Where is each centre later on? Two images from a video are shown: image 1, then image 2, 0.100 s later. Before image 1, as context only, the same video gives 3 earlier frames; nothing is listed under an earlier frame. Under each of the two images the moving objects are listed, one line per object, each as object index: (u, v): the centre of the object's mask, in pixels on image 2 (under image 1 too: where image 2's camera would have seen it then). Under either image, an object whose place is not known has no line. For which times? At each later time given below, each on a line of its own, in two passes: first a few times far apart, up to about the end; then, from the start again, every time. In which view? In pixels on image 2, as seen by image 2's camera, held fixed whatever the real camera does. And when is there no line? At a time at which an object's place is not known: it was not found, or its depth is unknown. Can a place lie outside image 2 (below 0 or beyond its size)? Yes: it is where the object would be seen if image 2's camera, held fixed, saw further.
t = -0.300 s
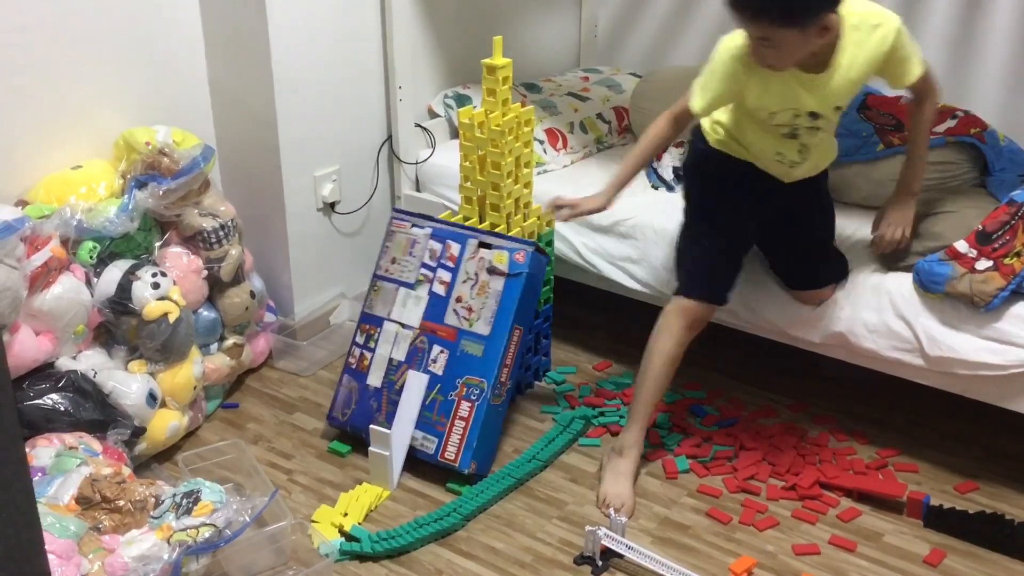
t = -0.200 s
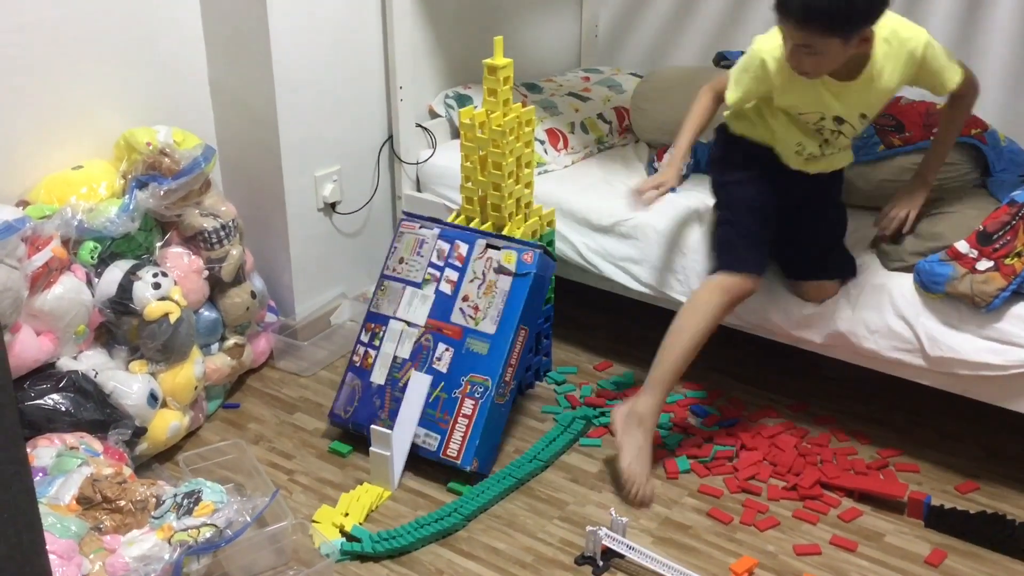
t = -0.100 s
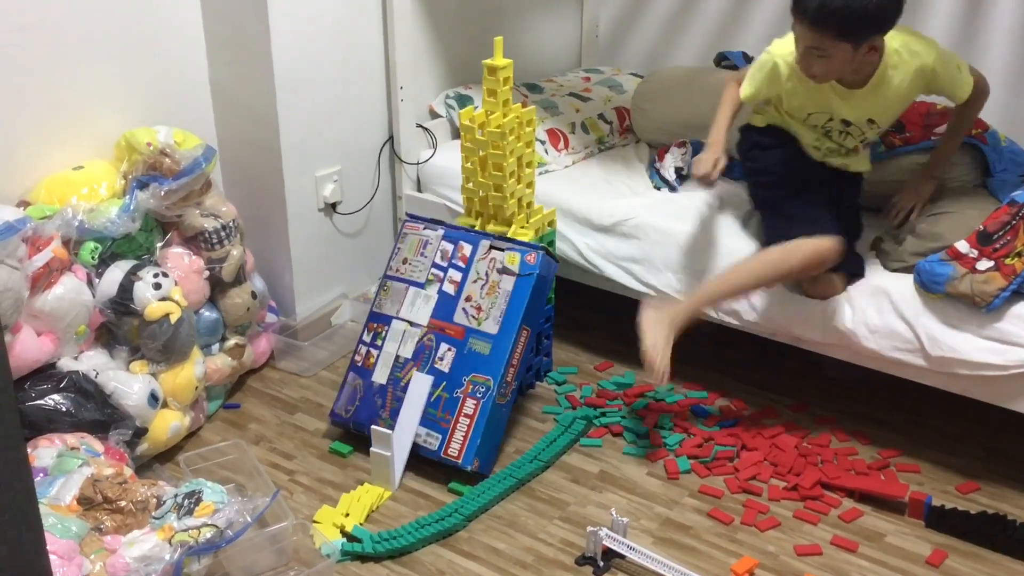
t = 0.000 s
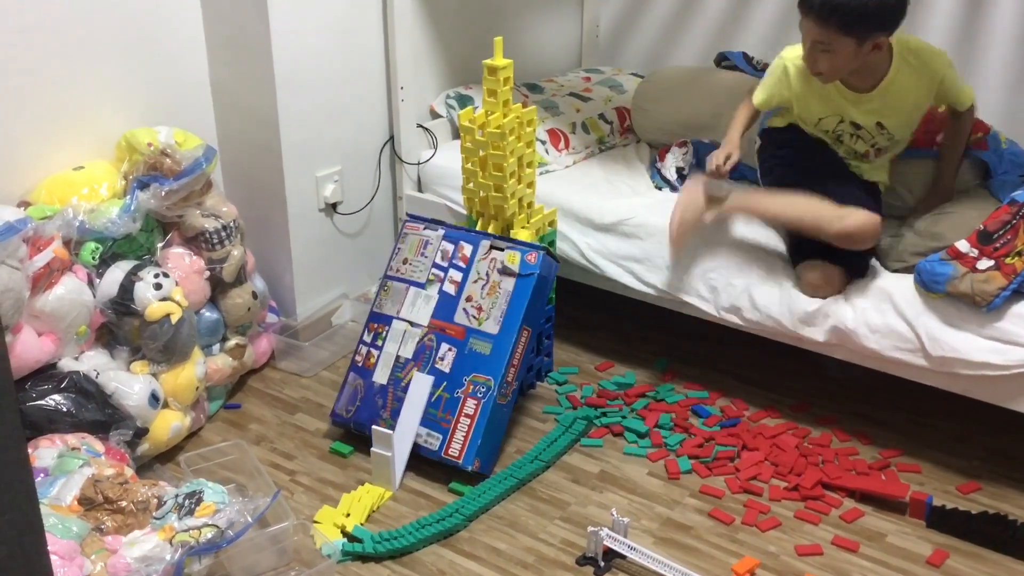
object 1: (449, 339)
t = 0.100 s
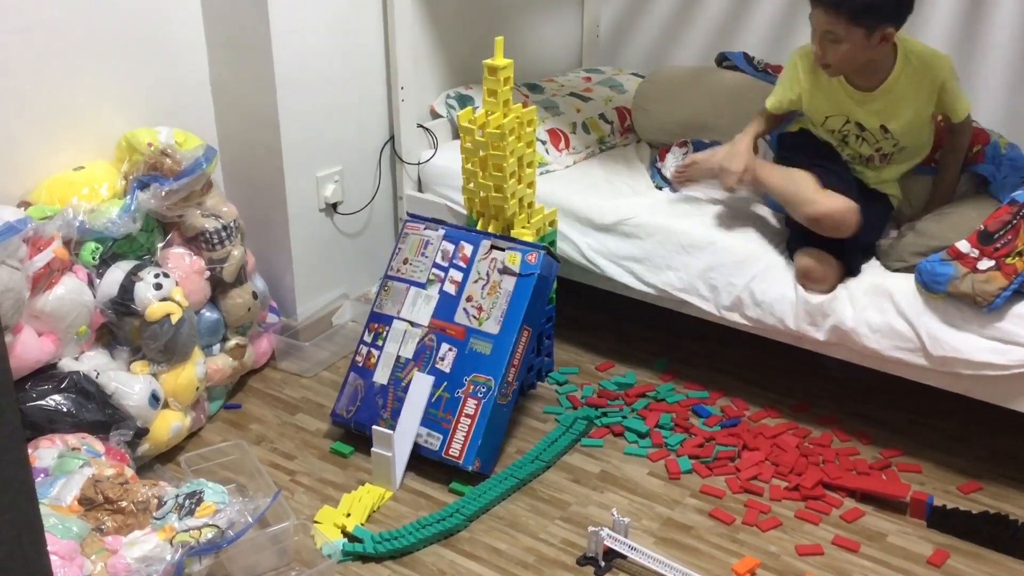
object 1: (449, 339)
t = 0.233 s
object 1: (449, 339)
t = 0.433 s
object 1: (450, 339)
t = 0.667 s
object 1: (449, 343)
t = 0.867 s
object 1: (453, 344)
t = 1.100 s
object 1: (460, 348)
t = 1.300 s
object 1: (468, 366)
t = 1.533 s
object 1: (467, 371)
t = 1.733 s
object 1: (466, 372)
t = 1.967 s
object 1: (466, 371)
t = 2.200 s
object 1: (466, 372)
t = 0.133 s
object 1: (449, 339)
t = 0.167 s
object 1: (449, 339)
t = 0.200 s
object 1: (449, 339)
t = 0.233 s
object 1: (449, 339)
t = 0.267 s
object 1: (449, 339)
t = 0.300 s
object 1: (449, 339)
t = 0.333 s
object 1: (449, 339)
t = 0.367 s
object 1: (450, 339)
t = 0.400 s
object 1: (450, 339)
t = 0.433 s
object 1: (450, 339)
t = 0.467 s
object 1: (449, 339)
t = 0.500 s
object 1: (449, 342)
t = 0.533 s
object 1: (449, 342)
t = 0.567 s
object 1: (449, 342)
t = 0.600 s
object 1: (449, 343)
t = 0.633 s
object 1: (449, 343)
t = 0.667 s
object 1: (449, 343)
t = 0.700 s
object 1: (450, 344)
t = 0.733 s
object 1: (450, 344)
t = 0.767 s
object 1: (450, 344)
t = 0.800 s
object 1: (451, 345)
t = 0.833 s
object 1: (452, 345)
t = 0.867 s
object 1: (453, 344)
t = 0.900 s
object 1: (455, 342)
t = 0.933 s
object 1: (455, 342)
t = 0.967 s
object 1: (456, 342)
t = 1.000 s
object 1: (456, 343)
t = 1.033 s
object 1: (457, 344)
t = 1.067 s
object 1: (458, 345)
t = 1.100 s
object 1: (460, 348)
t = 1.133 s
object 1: (461, 350)
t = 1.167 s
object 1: (463, 353)
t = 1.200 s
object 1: (466, 357)
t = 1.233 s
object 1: (467, 359)
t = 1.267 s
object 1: (467, 363)
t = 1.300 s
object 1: (468, 366)
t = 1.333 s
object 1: (466, 369)
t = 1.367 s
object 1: (466, 369)
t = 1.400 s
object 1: (466, 370)
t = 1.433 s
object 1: (467, 371)
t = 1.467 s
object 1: (467, 372)
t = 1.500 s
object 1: (467, 371)
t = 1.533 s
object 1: (467, 371)
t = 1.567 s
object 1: (466, 371)
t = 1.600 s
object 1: (466, 372)
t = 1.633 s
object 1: (466, 372)
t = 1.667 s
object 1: (466, 372)
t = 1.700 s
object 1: (466, 372)
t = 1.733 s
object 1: (466, 372)
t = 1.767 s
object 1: (466, 372)
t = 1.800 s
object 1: (466, 372)
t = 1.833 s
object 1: (466, 372)
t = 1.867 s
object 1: (466, 372)
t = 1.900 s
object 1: (466, 371)
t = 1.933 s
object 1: (466, 371)
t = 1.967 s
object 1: (466, 371)
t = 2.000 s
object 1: (466, 371)
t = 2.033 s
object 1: (466, 372)
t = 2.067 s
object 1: (466, 372)
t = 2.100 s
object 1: (466, 372)
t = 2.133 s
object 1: (466, 372)
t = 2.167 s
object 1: (466, 372)
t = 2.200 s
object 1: (466, 372)
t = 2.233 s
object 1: (466, 372)
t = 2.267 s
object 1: (466, 372)
